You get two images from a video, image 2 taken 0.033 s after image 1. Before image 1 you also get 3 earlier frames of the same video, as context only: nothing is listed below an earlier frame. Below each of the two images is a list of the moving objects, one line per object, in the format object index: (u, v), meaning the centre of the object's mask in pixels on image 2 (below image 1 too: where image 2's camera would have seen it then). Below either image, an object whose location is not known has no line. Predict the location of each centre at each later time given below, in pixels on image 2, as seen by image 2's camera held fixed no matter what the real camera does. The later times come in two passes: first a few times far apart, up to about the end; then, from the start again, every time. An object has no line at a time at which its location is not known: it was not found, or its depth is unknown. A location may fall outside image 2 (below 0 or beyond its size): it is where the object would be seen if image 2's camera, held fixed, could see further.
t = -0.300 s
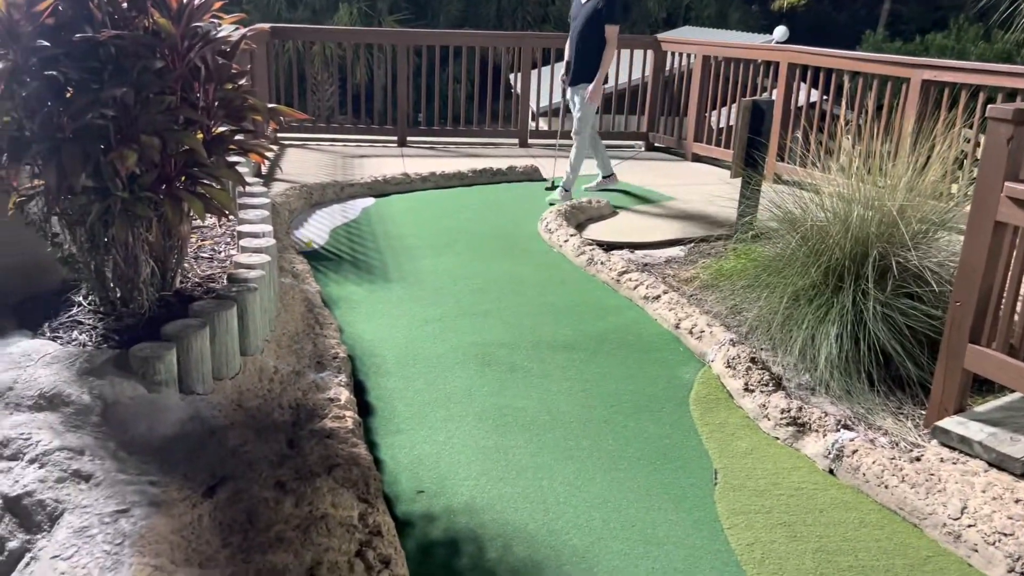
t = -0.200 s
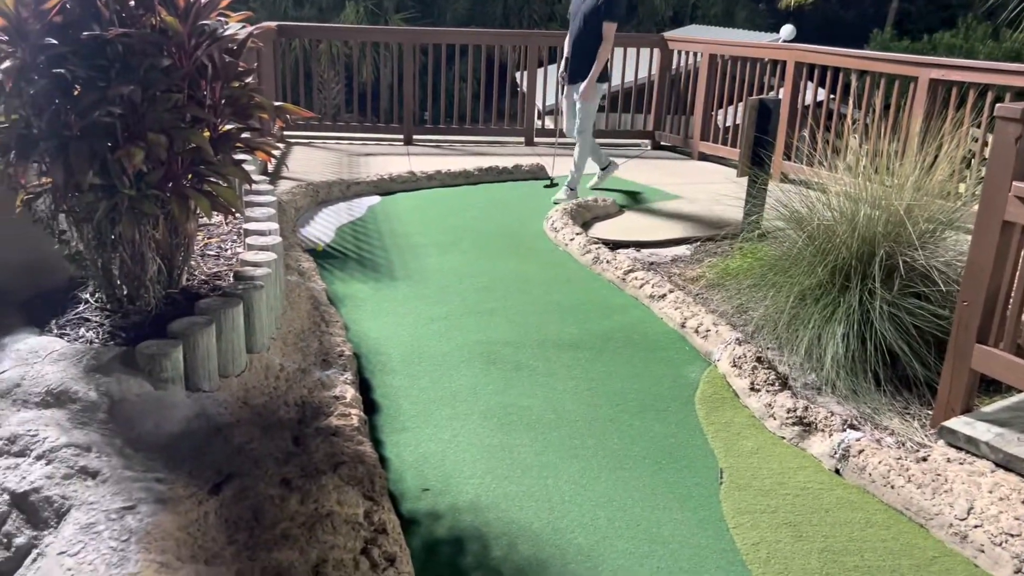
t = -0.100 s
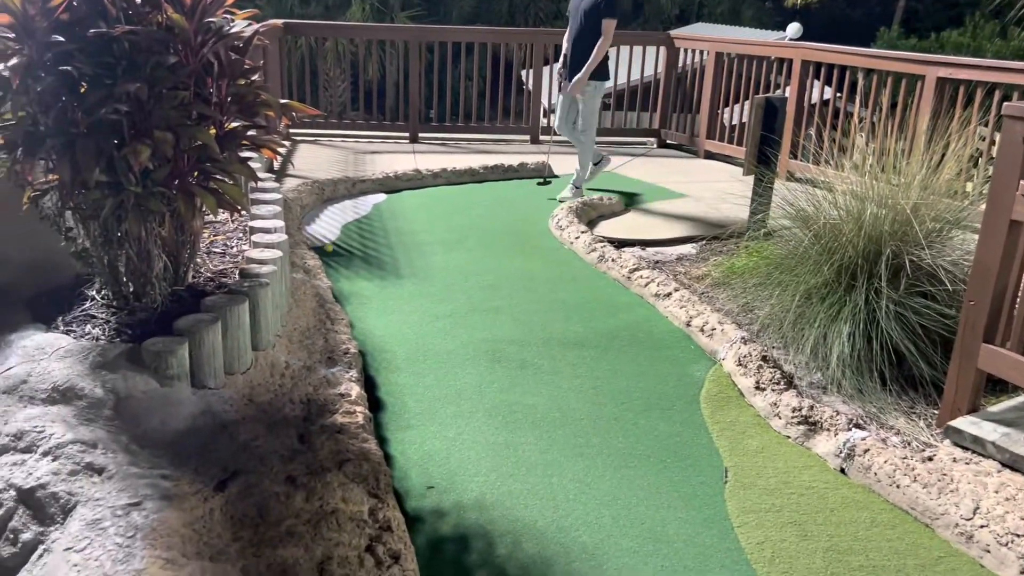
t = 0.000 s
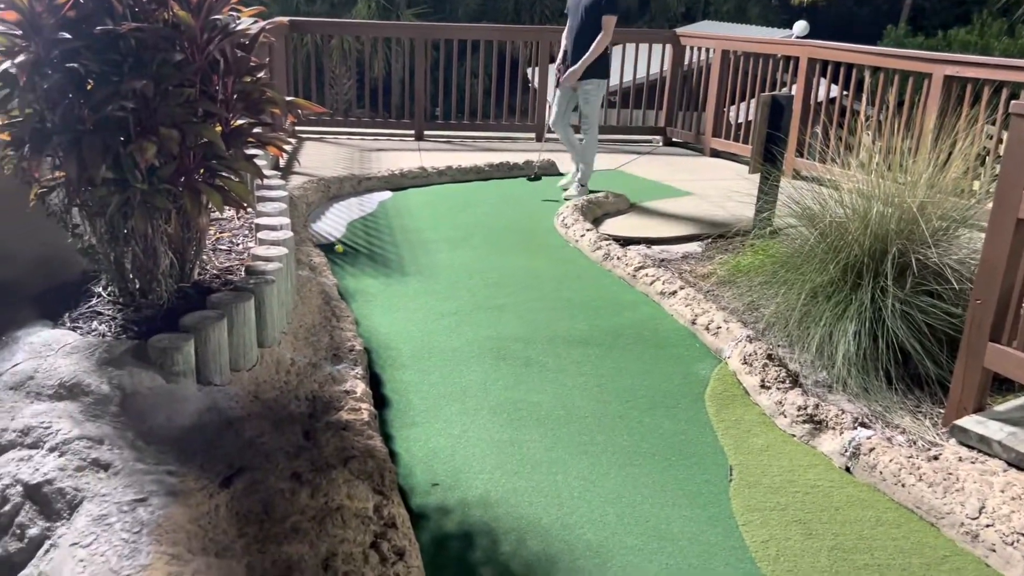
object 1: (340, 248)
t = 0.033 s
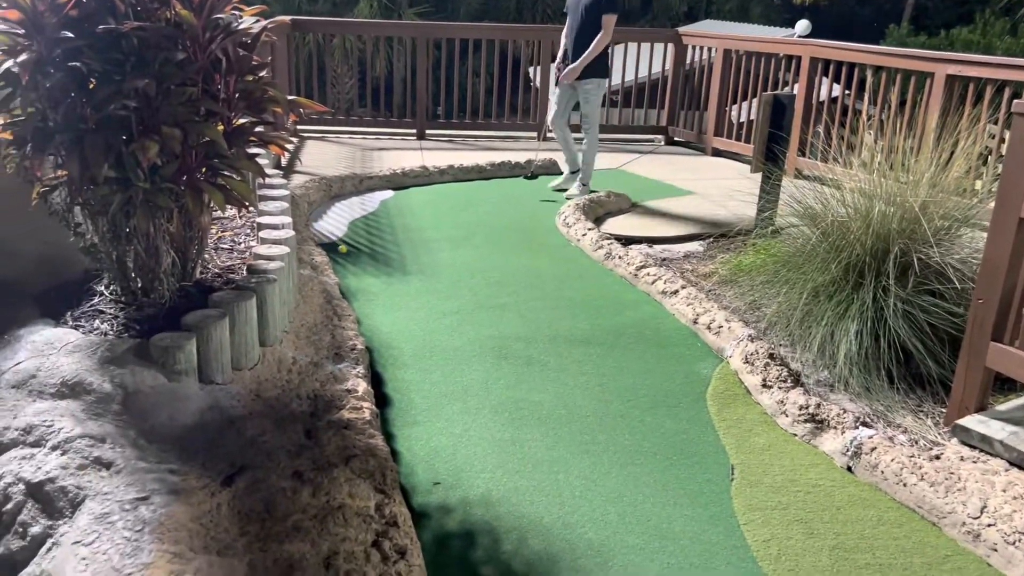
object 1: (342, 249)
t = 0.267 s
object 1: (357, 260)
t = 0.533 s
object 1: (378, 272)
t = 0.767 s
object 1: (399, 281)
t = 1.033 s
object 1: (425, 296)
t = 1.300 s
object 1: (452, 312)
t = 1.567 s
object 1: (479, 331)
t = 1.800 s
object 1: (503, 352)
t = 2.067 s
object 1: (533, 383)
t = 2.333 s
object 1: (571, 419)
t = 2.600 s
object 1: (620, 463)
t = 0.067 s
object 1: (344, 251)
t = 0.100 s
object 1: (346, 252)
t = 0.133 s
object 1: (348, 253)
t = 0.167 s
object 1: (351, 255)
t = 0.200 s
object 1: (353, 257)
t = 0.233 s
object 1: (355, 258)
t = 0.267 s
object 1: (357, 260)
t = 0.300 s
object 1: (360, 261)
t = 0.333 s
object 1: (363, 263)
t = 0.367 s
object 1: (364, 264)
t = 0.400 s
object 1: (367, 266)
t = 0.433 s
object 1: (370, 267)
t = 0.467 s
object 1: (373, 269)
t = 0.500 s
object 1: (376, 270)
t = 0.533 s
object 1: (378, 272)
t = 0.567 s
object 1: (381, 273)
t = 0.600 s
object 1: (383, 274)
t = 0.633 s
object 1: (386, 276)
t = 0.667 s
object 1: (389, 277)
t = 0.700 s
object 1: (392, 278)
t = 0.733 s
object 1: (395, 280)
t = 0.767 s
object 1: (399, 281)
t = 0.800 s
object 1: (401, 283)
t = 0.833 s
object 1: (405, 284)
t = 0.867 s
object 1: (409, 286)
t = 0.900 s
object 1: (412, 288)
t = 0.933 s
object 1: (415, 289)
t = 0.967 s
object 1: (419, 291)
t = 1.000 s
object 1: (422, 294)
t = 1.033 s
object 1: (425, 296)
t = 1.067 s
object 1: (429, 297)
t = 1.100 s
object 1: (432, 299)
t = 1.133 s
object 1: (435, 301)
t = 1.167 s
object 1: (439, 303)
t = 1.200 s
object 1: (442, 305)
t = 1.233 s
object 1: (445, 307)
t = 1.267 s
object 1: (449, 309)
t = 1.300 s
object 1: (452, 312)
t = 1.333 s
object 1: (456, 314)
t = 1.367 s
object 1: (459, 316)
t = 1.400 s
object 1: (462, 319)
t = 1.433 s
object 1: (466, 321)
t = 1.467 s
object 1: (469, 324)
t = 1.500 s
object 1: (472, 326)
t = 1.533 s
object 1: (476, 328)
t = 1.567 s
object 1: (479, 331)
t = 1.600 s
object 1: (483, 334)
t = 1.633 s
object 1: (486, 337)
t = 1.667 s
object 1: (489, 339)
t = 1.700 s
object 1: (493, 342)
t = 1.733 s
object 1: (496, 345)
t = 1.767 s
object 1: (499, 348)
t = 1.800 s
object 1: (503, 352)
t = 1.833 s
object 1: (506, 356)
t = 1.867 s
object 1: (510, 359)
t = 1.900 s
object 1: (513, 363)
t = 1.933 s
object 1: (517, 367)
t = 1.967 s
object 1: (521, 371)
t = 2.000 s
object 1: (525, 375)
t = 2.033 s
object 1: (529, 378)
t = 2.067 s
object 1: (533, 383)
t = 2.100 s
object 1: (537, 387)
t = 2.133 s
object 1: (542, 391)
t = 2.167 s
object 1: (546, 395)
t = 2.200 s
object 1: (551, 400)
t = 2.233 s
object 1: (556, 404)
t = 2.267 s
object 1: (561, 409)
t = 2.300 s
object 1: (566, 414)
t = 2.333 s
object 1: (571, 419)
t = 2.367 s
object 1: (577, 424)
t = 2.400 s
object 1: (582, 429)
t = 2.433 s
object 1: (588, 434)
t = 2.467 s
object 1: (594, 440)
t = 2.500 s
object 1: (601, 445)
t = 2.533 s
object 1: (607, 451)
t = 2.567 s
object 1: (613, 457)
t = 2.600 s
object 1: (620, 463)
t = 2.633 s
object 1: (627, 469)
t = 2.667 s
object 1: (634, 475)
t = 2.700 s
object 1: (641, 481)
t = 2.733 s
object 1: (649, 486)
